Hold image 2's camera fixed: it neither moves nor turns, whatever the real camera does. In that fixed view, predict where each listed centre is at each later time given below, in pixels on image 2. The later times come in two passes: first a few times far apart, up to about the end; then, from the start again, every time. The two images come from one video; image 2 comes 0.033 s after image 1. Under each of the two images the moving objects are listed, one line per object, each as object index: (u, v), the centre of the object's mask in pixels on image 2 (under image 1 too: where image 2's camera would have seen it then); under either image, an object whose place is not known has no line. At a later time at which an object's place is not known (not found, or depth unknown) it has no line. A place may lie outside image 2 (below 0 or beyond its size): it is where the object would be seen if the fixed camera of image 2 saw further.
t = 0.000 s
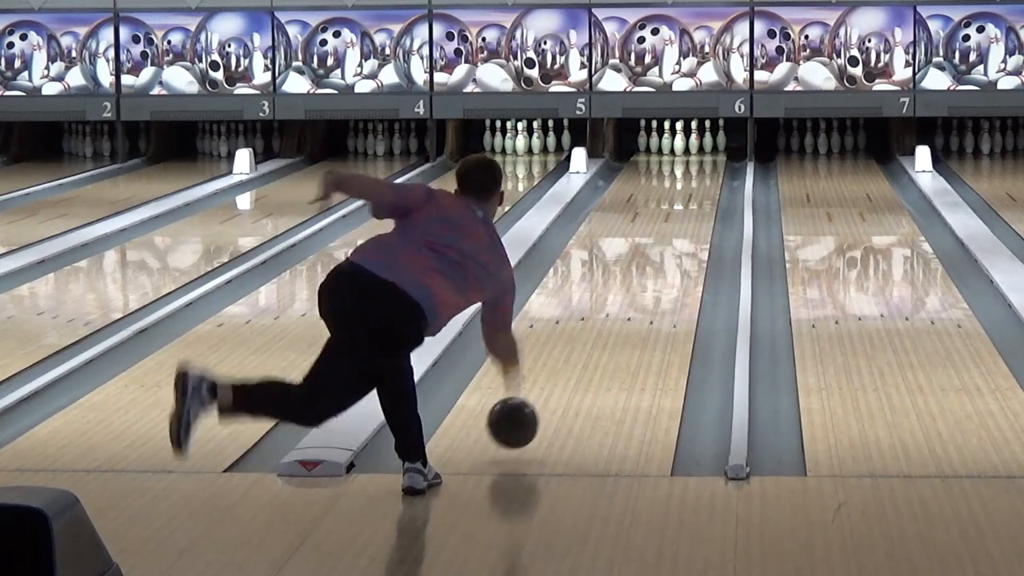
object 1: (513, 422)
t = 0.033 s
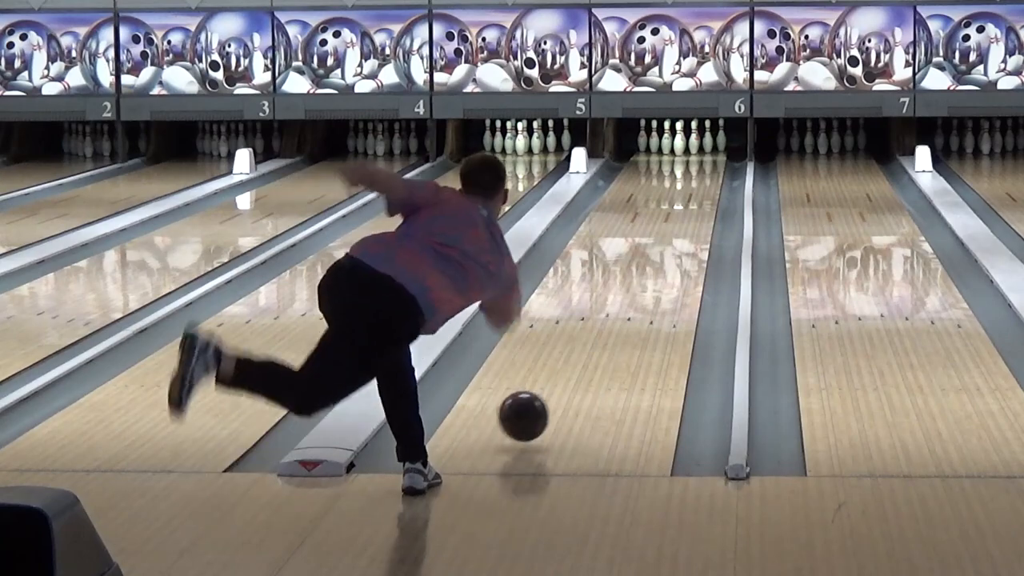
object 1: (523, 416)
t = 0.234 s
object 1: (576, 360)
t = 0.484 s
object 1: (623, 303)
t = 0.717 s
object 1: (654, 264)
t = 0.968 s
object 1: (680, 231)
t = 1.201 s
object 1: (695, 207)
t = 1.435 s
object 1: (704, 188)
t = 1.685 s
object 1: (706, 171)
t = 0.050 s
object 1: (528, 413)
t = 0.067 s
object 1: (534, 411)
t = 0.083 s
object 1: (538, 405)
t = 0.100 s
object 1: (543, 399)
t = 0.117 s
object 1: (547, 394)
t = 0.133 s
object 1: (552, 389)
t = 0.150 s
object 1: (556, 384)
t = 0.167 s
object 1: (560, 379)
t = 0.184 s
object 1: (564, 374)
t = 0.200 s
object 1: (568, 369)
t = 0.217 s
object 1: (572, 365)
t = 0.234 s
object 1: (576, 360)
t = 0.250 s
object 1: (579, 356)
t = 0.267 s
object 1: (583, 352)
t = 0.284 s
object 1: (587, 348)
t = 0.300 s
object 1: (590, 343)
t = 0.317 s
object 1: (593, 339)
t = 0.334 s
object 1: (597, 335)
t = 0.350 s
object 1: (600, 331)
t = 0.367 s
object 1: (603, 328)
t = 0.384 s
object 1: (606, 324)
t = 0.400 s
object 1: (609, 320)
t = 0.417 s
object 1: (612, 317)
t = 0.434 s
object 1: (615, 313)
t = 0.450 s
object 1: (618, 310)
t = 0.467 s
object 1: (620, 306)
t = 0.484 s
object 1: (623, 303)
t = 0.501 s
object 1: (626, 300)
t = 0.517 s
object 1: (628, 297)
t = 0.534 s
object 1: (631, 294)
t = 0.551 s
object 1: (633, 291)
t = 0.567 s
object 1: (635, 288)
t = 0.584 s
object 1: (638, 285)
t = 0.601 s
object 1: (640, 282)
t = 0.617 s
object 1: (642, 280)
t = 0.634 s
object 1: (644, 277)
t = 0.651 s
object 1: (647, 274)
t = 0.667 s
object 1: (649, 272)
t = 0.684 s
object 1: (651, 269)
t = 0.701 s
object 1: (652, 267)
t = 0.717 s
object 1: (654, 264)
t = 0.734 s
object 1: (656, 262)
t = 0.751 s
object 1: (658, 259)
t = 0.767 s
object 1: (660, 257)
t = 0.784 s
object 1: (662, 255)
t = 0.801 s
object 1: (664, 252)
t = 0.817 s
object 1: (666, 250)
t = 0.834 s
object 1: (667, 248)
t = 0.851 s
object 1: (669, 246)
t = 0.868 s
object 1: (671, 244)
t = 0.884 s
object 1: (672, 241)
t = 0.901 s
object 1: (674, 239)
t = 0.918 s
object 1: (675, 237)
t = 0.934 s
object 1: (677, 235)
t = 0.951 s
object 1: (678, 233)
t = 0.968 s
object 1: (680, 231)
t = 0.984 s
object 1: (681, 229)
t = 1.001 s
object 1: (682, 228)
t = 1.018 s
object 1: (684, 226)
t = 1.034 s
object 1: (685, 224)
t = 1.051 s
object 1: (686, 222)
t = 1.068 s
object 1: (687, 221)
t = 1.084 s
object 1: (688, 219)
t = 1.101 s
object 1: (690, 217)
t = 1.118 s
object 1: (691, 215)
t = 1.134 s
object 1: (692, 214)
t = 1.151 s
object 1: (693, 212)
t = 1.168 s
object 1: (694, 210)
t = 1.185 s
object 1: (695, 209)
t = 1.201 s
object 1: (695, 207)
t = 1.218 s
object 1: (696, 206)
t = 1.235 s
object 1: (697, 204)
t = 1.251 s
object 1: (698, 203)
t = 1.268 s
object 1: (699, 201)
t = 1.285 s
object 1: (700, 200)
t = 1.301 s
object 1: (700, 198)
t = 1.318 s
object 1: (701, 197)
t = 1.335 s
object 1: (702, 196)
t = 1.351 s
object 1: (702, 195)
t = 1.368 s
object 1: (702, 193)
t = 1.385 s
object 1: (703, 192)
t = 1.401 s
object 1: (704, 191)
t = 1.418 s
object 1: (704, 189)
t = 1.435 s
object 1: (704, 188)
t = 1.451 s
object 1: (704, 187)
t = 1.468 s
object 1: (705, 186)
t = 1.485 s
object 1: (705, 184)
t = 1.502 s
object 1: (706, 183)
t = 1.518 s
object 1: (706, 182)
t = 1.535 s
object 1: (706, 181)
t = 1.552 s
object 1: (706, 180)
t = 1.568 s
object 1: (706, 178)
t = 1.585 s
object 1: (707, 177)
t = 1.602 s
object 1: (706, 176)
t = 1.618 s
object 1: (707, 175)
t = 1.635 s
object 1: (706, 174)
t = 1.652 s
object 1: (706, 173)
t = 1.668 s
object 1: (706, 172)
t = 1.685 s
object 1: (706, 171)
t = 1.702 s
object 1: (706, 170)
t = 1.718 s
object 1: (706, 169)
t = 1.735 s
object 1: (706, 168)
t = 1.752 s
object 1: (706, 167)
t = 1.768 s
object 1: (706, 166)
